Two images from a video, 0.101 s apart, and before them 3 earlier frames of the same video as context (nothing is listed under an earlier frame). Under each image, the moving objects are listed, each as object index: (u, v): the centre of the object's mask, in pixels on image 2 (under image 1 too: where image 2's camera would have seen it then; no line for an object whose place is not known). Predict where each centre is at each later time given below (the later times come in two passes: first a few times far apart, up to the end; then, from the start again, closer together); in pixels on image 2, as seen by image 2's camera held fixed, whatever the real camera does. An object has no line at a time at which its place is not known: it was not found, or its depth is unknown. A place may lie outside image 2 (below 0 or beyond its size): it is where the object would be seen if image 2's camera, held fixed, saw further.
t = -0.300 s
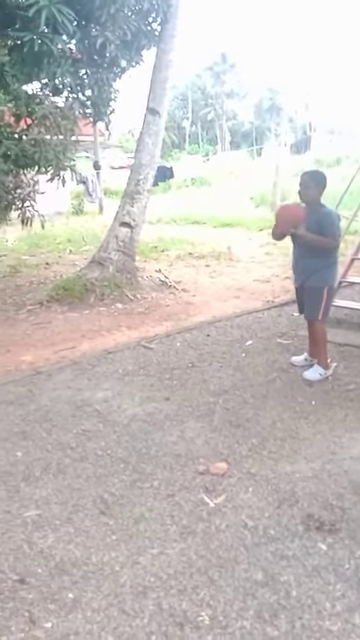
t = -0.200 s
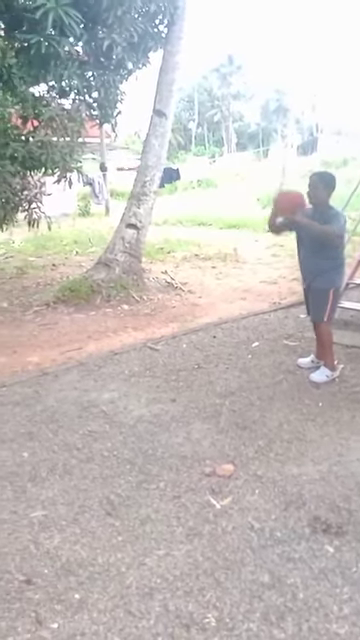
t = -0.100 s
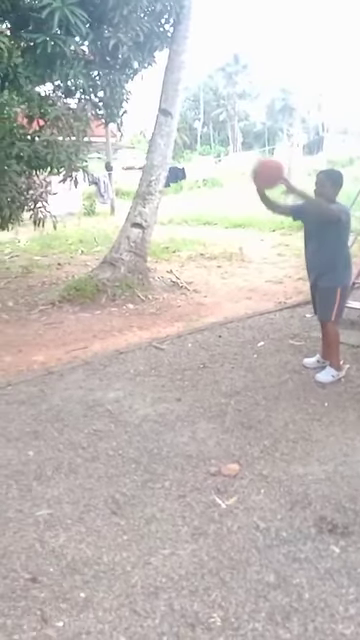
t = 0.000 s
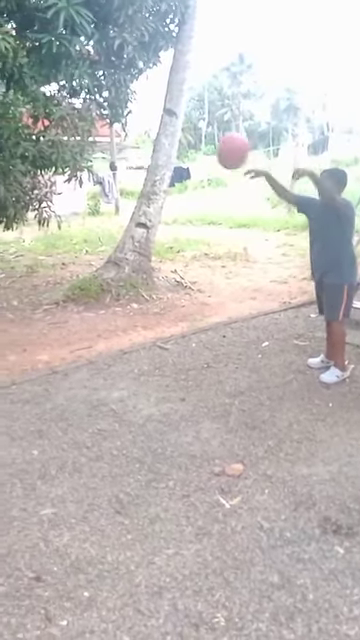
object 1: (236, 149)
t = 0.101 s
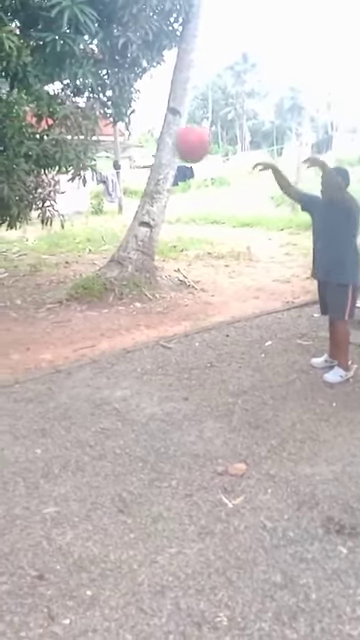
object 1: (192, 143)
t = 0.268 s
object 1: (111, 176)
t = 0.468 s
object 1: (9, 295)
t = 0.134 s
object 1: (177, 145)
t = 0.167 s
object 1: (162, 149)
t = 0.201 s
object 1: (144, 155)
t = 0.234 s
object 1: (127, 164)
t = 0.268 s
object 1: (111, 176)
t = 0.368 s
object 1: (59, 226)
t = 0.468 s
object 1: (9, 295)
